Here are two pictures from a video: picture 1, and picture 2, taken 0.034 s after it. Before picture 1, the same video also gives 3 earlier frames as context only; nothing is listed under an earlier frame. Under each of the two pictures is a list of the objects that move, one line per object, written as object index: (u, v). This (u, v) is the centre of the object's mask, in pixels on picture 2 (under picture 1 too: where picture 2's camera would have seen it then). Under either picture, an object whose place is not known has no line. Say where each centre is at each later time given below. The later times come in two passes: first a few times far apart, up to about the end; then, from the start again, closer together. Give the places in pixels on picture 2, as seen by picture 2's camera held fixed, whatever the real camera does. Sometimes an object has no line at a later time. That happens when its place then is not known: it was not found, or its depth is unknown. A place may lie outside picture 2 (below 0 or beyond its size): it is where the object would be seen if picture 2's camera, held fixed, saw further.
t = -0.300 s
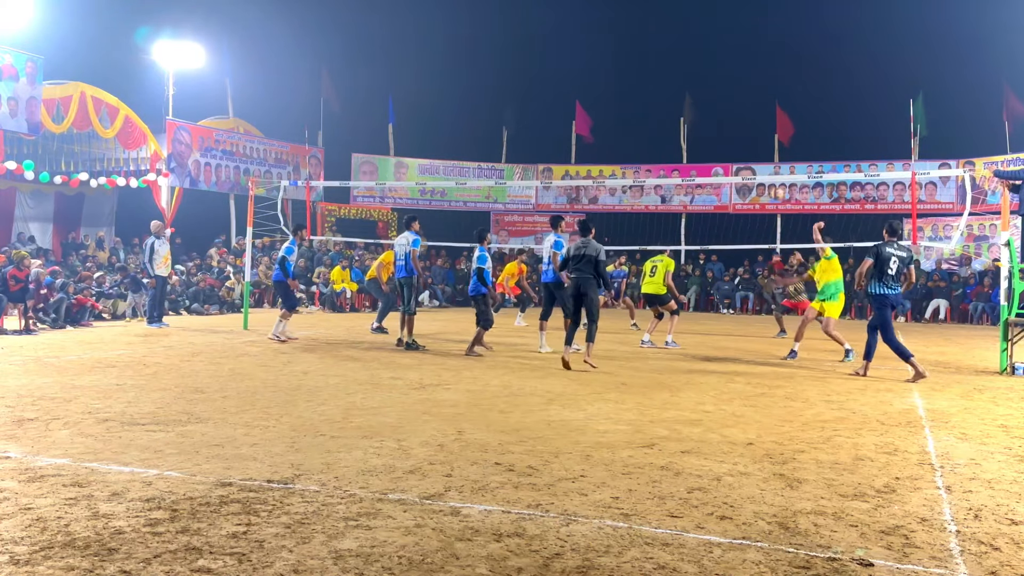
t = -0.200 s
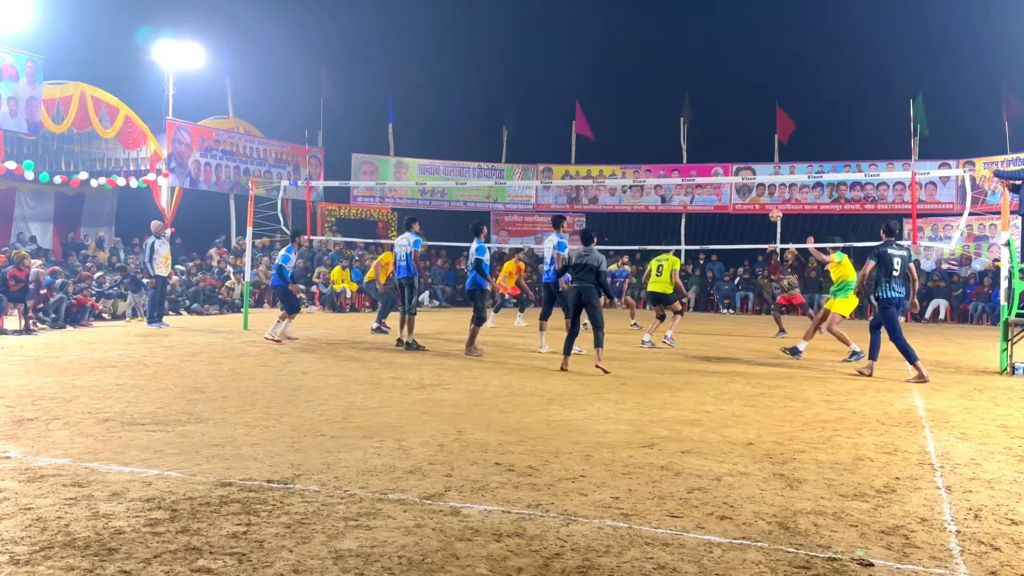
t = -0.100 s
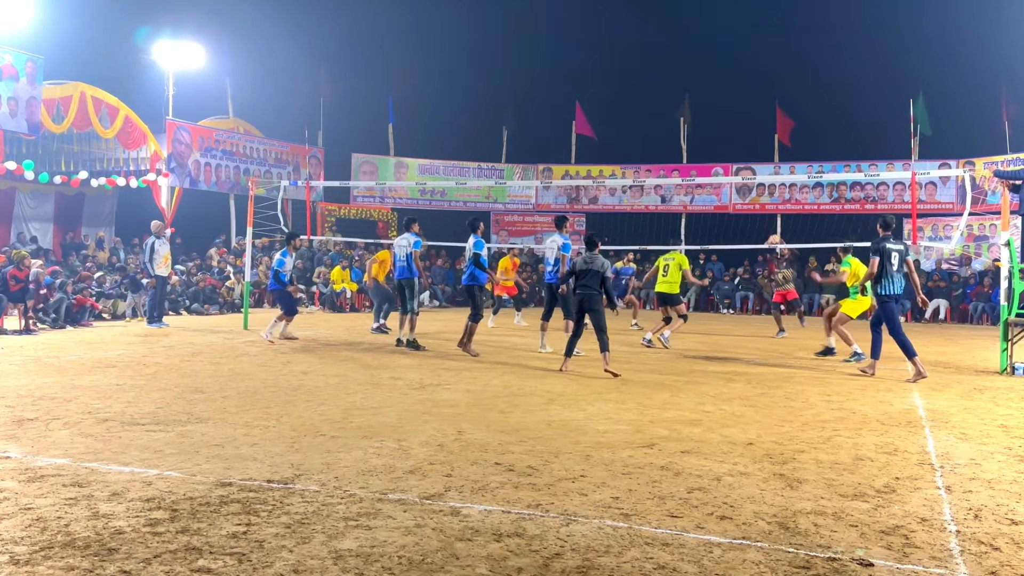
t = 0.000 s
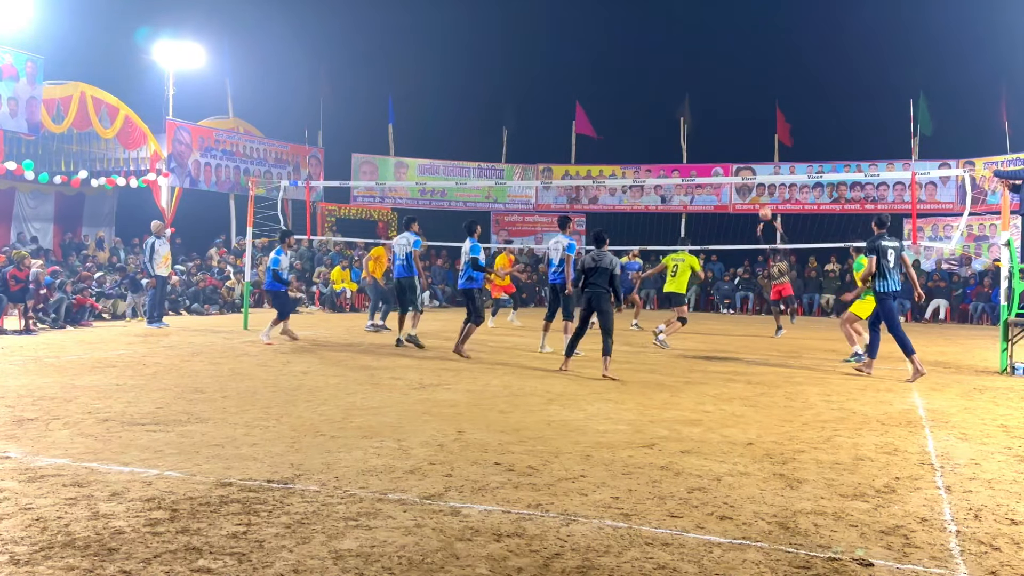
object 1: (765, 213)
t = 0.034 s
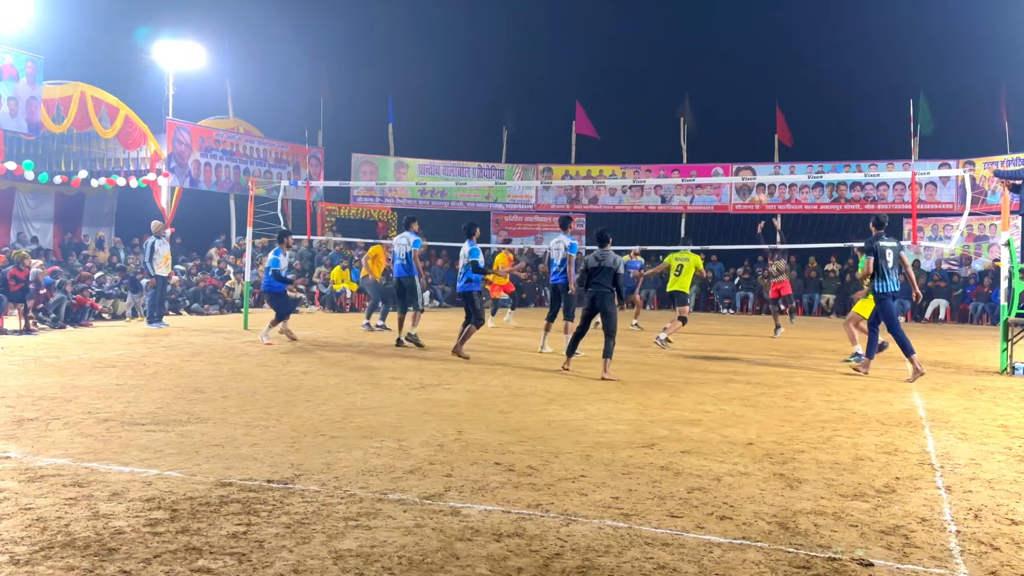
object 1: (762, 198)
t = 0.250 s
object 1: (730, 124)
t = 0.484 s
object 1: (698, 72)
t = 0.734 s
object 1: (663, 49)
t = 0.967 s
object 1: (630, 61)
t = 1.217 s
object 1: (595, 108)
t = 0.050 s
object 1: (758, 192)
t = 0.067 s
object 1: (756, 186)
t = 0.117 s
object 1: (749, 168)
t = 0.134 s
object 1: (746, 161)
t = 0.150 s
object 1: (744, 156)
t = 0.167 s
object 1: (742, 150)
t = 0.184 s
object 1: (739, 145)
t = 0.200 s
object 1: (737, 140)
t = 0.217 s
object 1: (735, 134)
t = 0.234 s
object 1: (732, 129)
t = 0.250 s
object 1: (730, 124)
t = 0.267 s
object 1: (728, 119)
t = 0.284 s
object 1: (725, 115)
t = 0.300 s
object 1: (723, 110)
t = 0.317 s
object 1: (721, 106)
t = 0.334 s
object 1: (718, 102)
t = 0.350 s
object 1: (716, 98)
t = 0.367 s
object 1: (714, 94)
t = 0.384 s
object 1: (712, 91)
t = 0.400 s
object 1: (709, 87)
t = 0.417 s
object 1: (707, 84)
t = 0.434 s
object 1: (705, 80)
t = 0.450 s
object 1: (702, 77)
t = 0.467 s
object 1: (700, 74)
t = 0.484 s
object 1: (698, 72)
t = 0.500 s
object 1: (695, 69)
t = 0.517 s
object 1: (693, 67)
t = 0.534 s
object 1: (691, 64)
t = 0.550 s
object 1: (688, 62)
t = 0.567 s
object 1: (686, 60)
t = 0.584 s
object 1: (684, 58)
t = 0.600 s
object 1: (682, 57)
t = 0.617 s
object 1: (679, 55)
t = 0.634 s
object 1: (677, 54)
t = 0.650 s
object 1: (675, 53)
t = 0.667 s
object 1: (672, 52)
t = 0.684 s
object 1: (670, 51)
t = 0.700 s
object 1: (668, 50)
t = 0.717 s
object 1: (665, 50)
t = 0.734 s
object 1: (663, 49)
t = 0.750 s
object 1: (661, 49)
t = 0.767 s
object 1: (659, 49)
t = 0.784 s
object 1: (656, 49)
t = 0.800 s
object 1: (654, 49)
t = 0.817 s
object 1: (651, 50)
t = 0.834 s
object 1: (649, 51)
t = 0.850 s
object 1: (647, 51)
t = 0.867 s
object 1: (644, 52)
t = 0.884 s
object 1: (642, 53)
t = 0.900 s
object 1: (640, 54)
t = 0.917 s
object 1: (637, 56)
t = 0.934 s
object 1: (635, 57)
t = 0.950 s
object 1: (633, 59)
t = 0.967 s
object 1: (630, 61)
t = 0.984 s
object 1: (628, 63)
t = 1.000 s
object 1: (626, 65)
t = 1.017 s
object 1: (623, 68)
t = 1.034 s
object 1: (621, 70)
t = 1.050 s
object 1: (618, 73)
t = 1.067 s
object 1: (616, 76)
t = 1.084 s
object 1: (614, 79)
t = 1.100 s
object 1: (611, 82)
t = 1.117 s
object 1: (609, 85)
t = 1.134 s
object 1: (607, 88)
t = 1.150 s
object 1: (604, 92)
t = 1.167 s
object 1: (602, 96)
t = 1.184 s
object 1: (600, 99)
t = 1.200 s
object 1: (597, 104)
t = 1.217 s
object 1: (595, 108)
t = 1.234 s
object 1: (593, 112)
